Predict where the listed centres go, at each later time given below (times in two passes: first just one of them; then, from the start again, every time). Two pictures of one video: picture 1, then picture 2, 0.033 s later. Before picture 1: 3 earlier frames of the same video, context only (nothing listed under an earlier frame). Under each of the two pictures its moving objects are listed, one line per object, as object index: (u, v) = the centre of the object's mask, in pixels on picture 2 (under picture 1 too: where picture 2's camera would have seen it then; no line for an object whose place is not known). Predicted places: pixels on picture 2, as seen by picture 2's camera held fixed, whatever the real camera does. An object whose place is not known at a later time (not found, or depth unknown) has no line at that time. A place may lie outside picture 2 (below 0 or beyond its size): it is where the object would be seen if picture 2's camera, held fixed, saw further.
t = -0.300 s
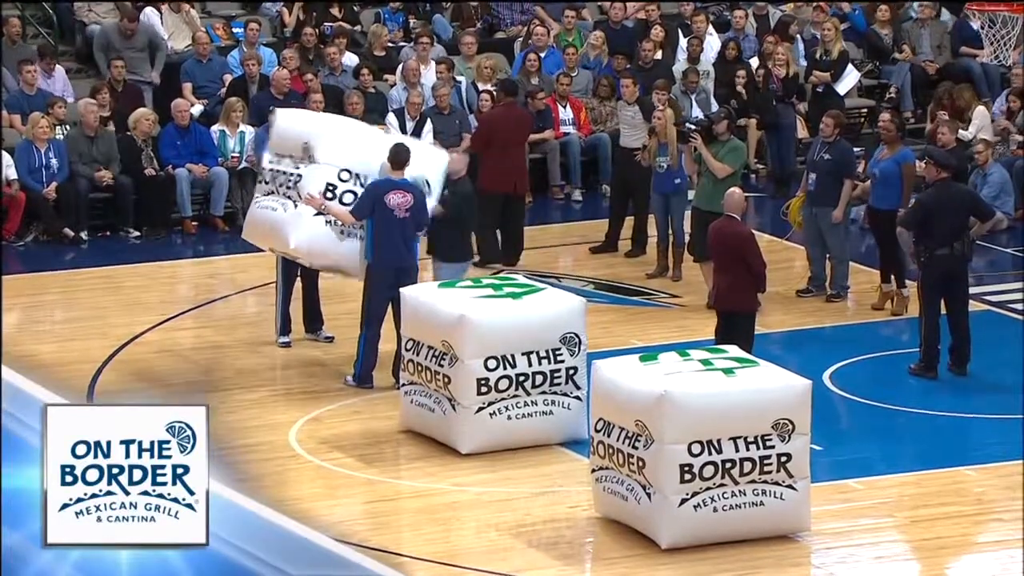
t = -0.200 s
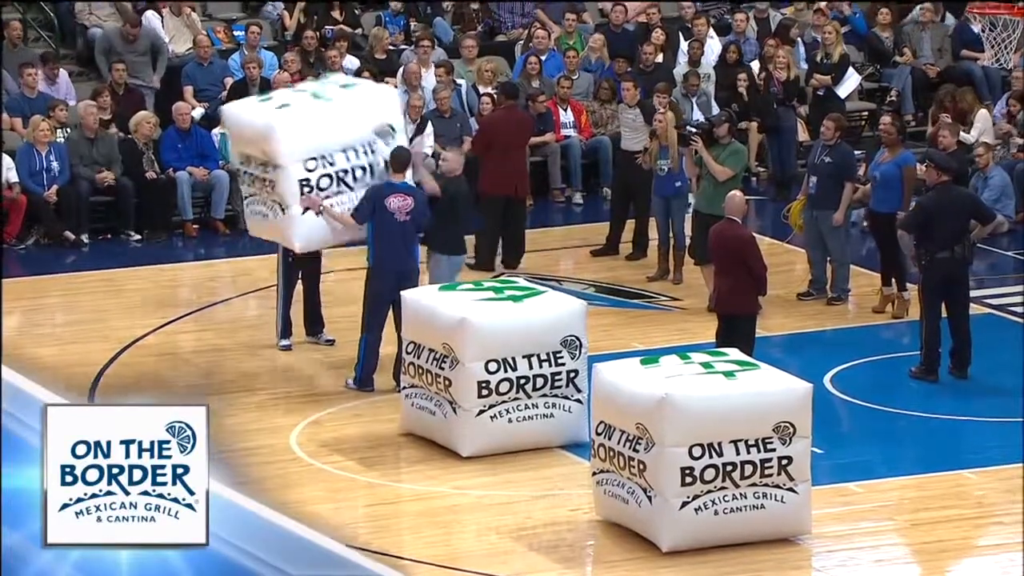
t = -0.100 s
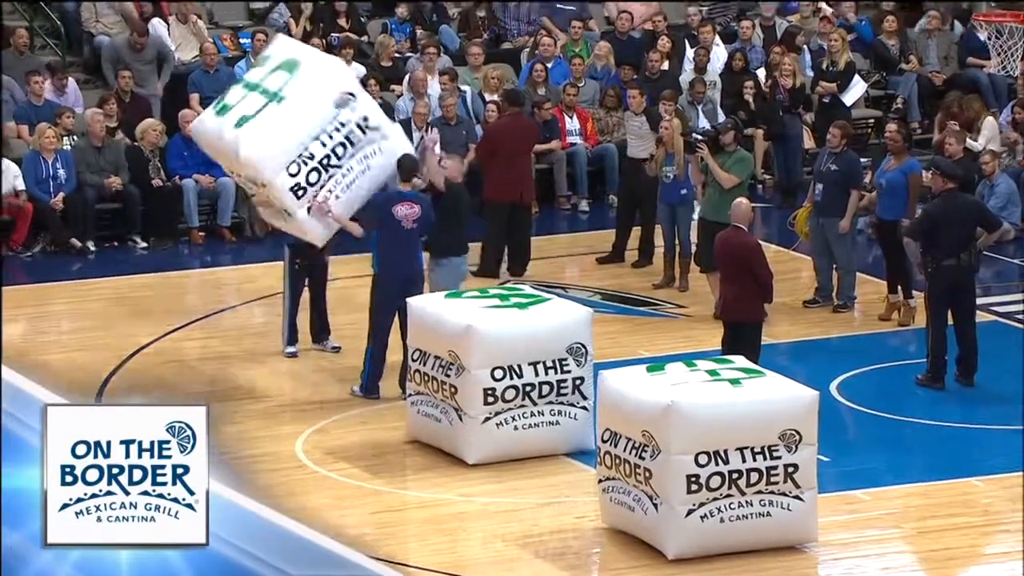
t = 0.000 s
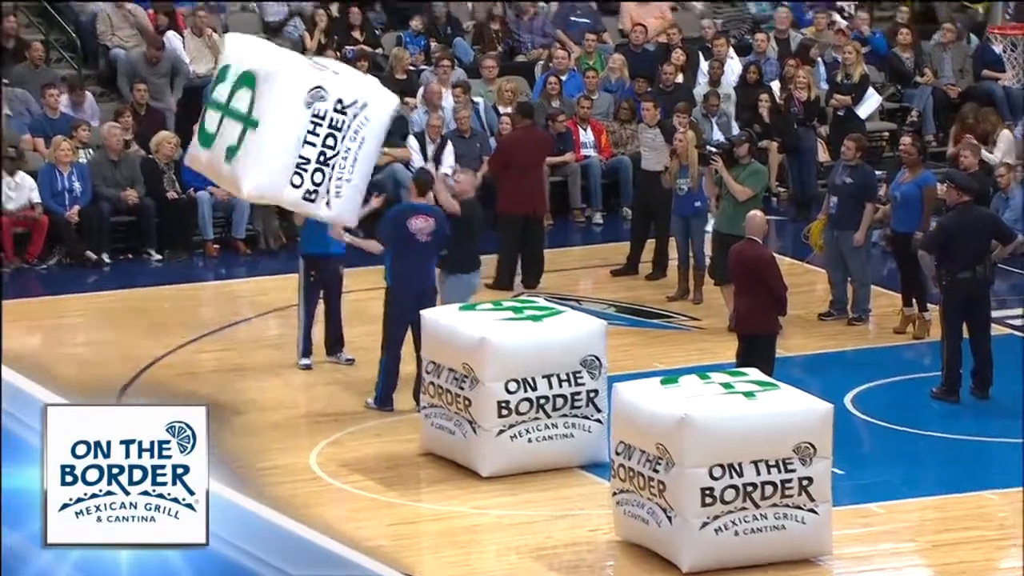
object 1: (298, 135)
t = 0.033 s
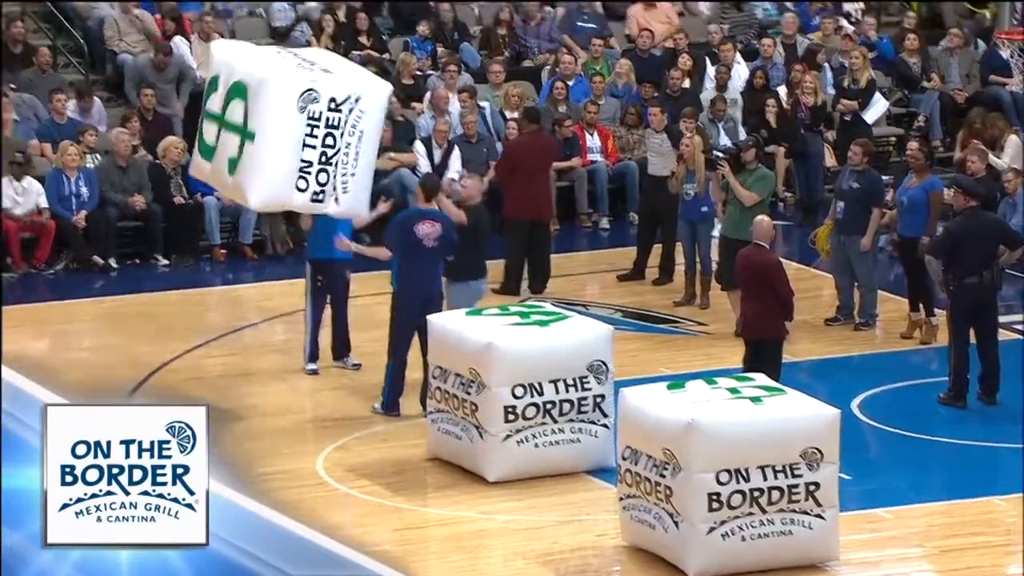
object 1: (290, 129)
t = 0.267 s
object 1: (233, 111)
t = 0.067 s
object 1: (282, 124)
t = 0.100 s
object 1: (274, 120)
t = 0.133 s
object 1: (266, 116)
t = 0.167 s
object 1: (258, 114)
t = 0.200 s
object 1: (250, 112)
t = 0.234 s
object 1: (241, 111)
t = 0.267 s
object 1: (233, 111)
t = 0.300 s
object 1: (225, 111)
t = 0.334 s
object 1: (218, 113)
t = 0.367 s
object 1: (211, 116)
